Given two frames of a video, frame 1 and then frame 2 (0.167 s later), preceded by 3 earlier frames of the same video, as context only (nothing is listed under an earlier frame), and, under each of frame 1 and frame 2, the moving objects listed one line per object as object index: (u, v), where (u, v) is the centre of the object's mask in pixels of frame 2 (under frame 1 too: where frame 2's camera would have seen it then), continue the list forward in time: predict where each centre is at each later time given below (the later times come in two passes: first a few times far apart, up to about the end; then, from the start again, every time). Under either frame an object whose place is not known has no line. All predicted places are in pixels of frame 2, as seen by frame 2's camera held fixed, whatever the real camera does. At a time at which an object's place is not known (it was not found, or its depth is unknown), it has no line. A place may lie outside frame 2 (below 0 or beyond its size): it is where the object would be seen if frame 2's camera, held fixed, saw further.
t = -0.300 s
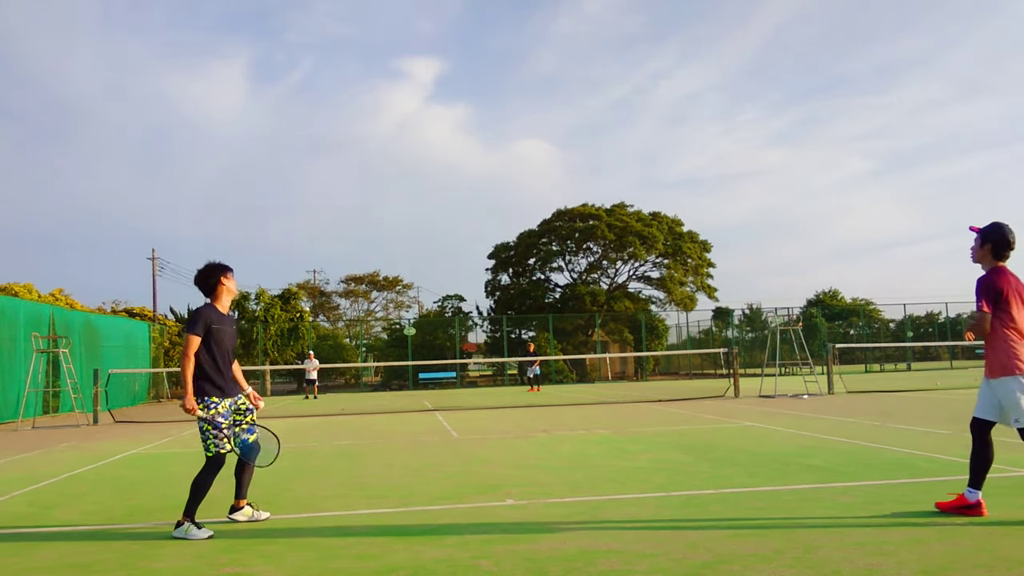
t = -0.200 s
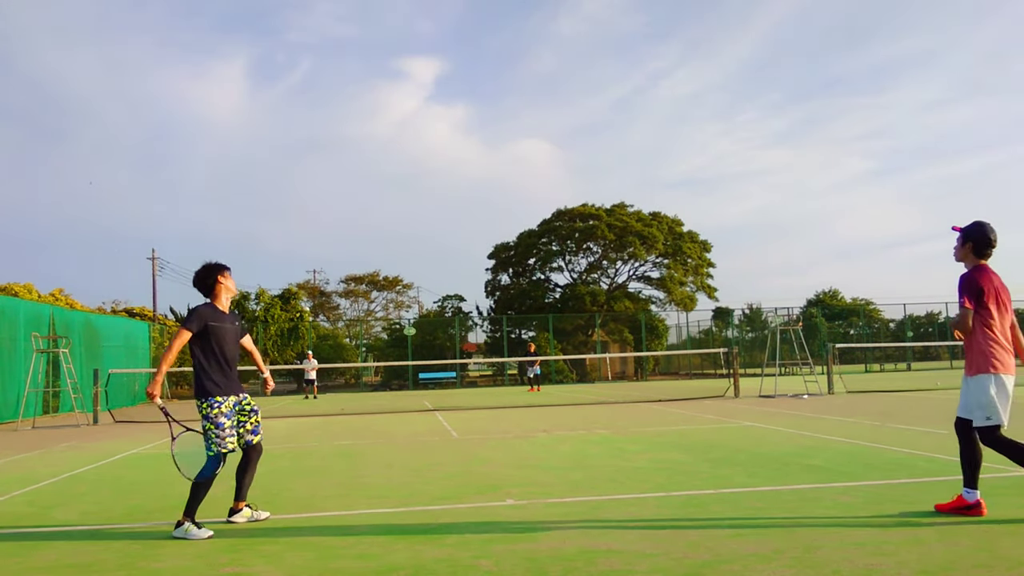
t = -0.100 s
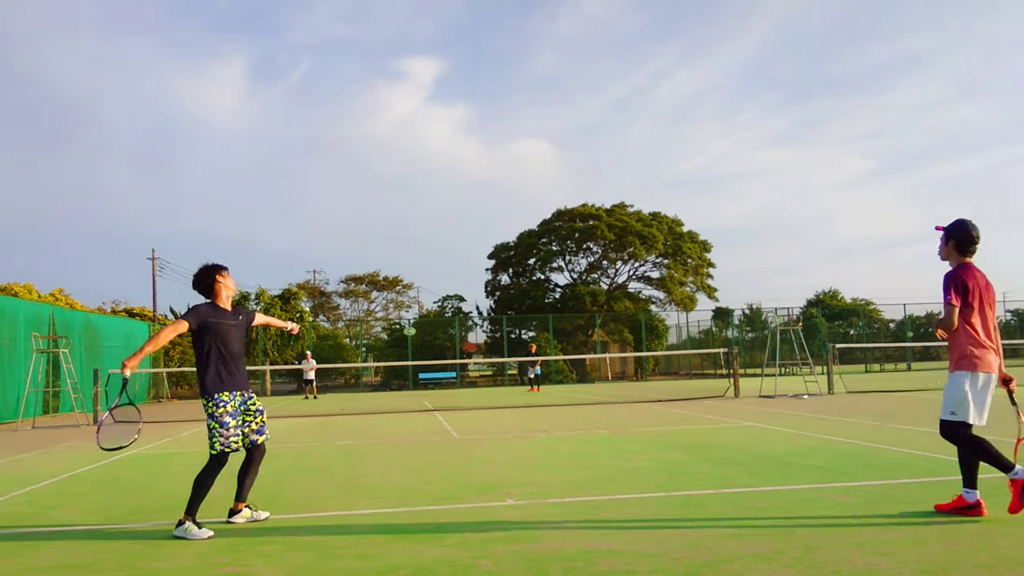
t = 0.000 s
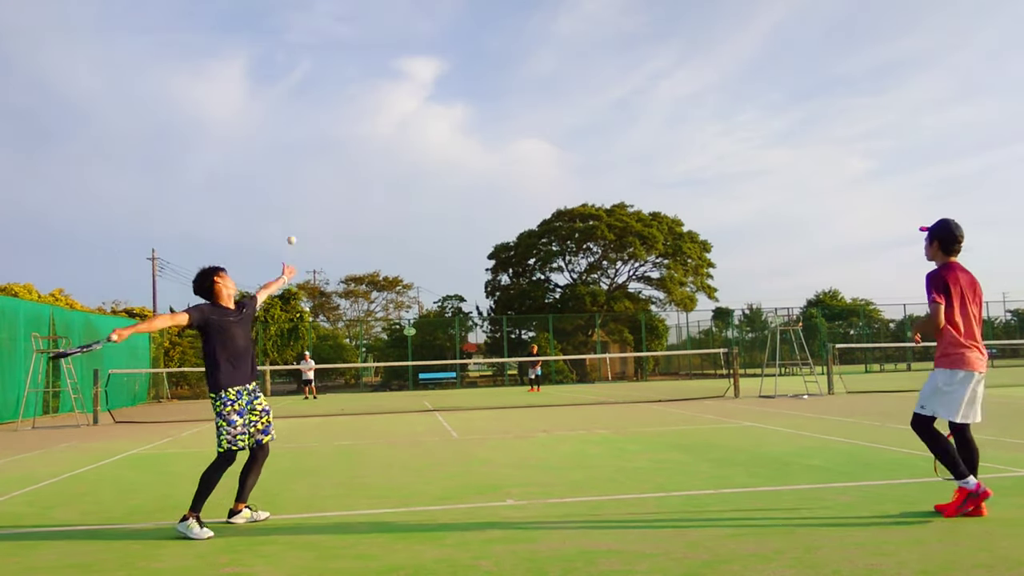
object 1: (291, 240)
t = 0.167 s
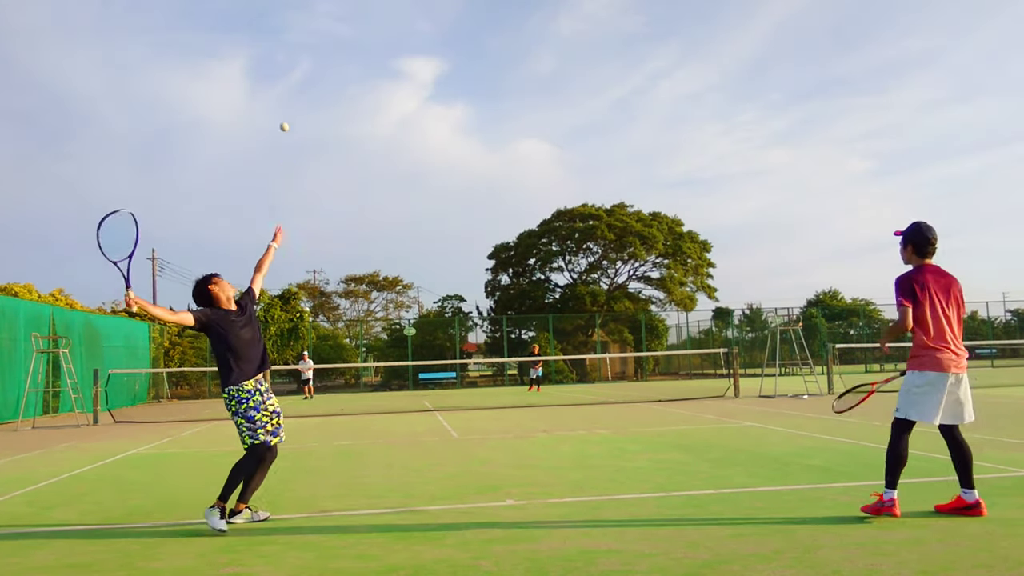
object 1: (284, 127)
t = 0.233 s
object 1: (282, 94)
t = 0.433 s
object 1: (277, 33)
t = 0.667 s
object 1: (275, 28)
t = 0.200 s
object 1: (283, 110)
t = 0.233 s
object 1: (282, 94)
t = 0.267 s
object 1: (281, 80)
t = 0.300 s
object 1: (280, 68)
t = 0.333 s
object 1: (279, 57)
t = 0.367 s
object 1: (278, 47)
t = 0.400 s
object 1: (278, 39)
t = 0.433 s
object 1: (277, 33)
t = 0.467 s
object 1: (276, 28)
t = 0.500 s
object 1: (276, 25)
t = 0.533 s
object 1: (276, 23)
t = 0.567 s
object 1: (275, 22)
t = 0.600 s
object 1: (275, 23)
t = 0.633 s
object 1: (275, 25)
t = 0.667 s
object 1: (275, 28)
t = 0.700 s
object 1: (275, 33)
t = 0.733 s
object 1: (275, 39)
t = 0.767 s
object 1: (275, 46)
